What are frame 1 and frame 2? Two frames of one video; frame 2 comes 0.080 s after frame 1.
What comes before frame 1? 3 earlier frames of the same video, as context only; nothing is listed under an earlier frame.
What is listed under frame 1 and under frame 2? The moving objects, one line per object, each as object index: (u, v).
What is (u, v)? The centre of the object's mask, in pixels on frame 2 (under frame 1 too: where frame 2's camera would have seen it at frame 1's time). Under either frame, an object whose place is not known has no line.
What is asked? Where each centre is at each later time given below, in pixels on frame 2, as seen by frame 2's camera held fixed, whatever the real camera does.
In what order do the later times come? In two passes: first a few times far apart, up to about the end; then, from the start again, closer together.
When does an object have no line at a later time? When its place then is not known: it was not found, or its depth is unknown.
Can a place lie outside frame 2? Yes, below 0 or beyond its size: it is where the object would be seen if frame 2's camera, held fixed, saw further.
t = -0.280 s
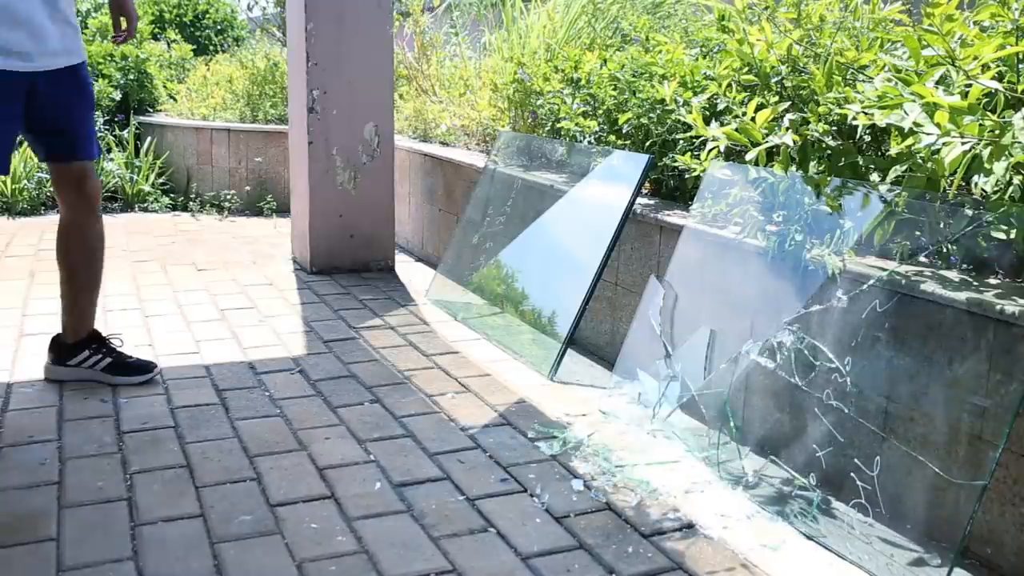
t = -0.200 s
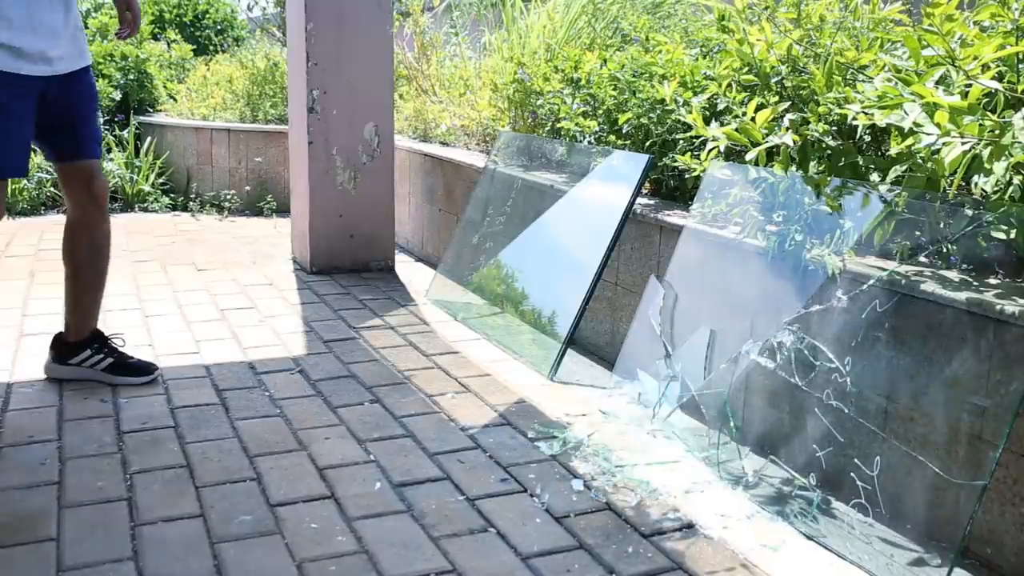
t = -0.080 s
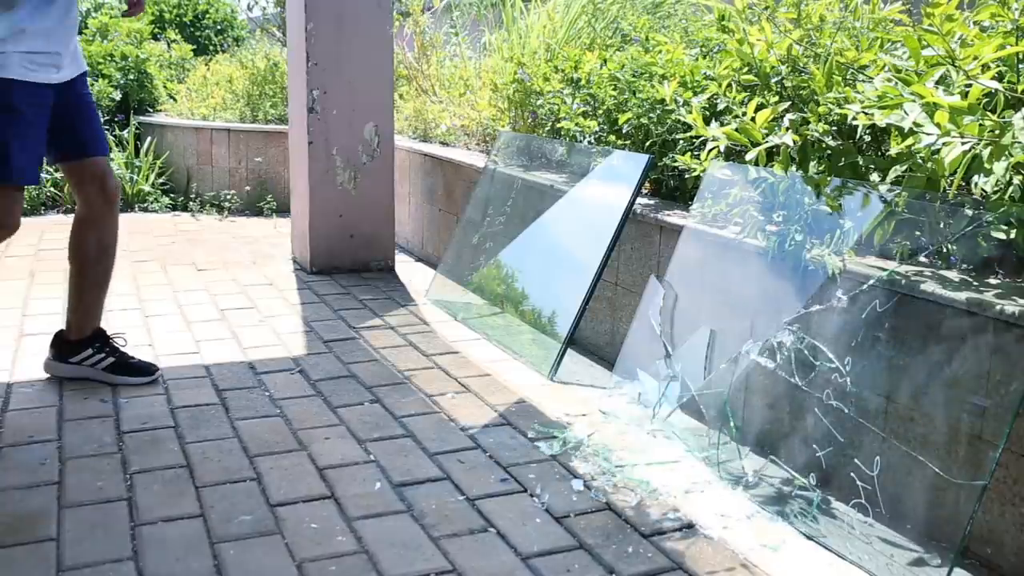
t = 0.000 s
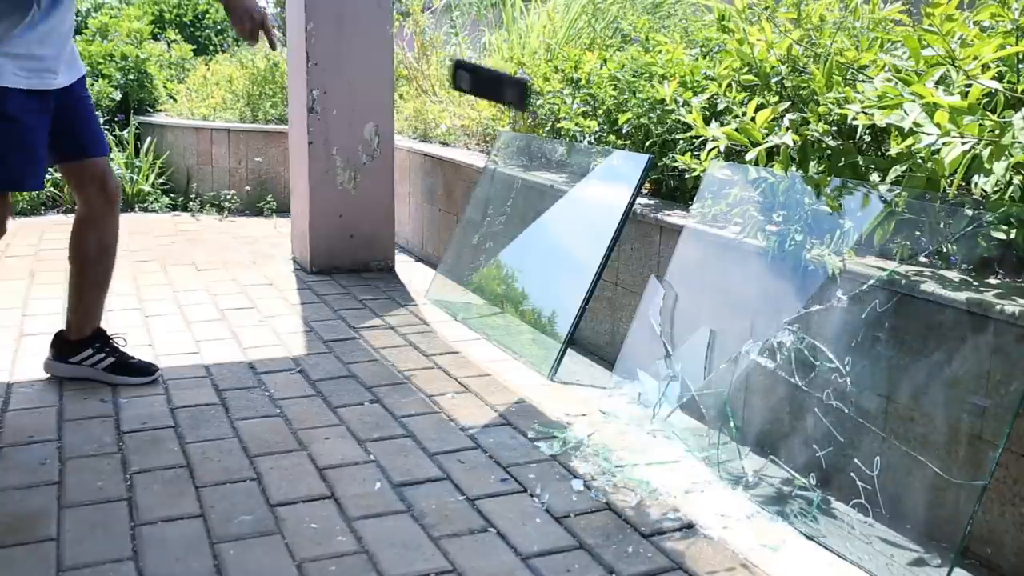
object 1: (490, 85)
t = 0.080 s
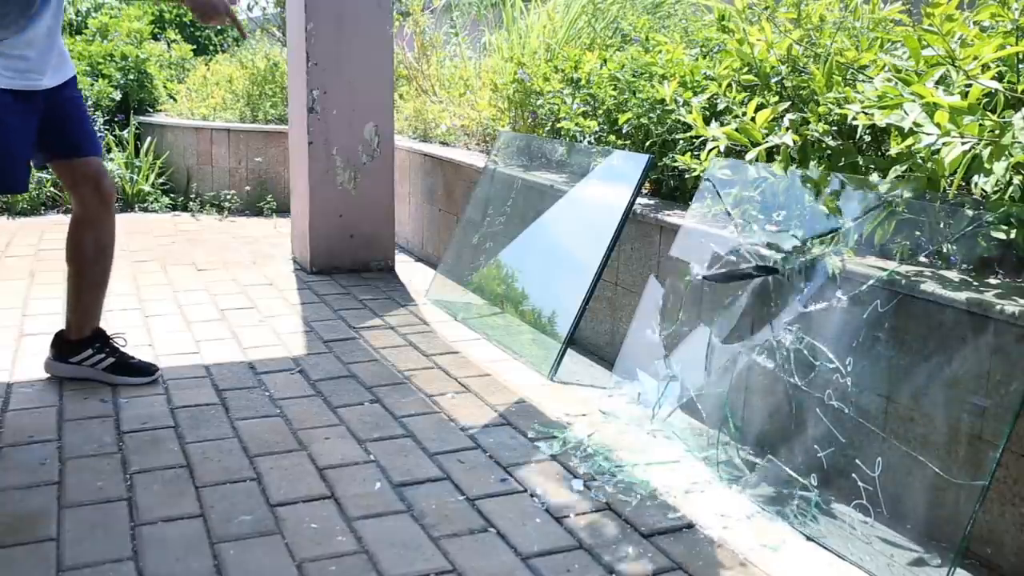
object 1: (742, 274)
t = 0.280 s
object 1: (746, 354)
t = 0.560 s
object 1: (746, 358)
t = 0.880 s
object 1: (727, 421)
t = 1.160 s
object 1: (713, 455)
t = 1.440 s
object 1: (713, 455)
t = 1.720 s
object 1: (713, 455)
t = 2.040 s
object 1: (713, 455)
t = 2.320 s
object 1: (713, 455)
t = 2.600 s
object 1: (713, 455)
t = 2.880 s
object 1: (713, 455)
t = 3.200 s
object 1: (713, 455)
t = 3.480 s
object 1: (713, 455)
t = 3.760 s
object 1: (713, 455)
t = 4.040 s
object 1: (713, 455)
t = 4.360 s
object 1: (713, 455)
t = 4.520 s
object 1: (713, 455)
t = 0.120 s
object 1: (758, 305)
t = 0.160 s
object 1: (751, 333)
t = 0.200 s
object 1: (746, 346)
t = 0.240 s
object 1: (746, 353)
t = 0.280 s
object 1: (746, 354)
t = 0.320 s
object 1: (747, 355)
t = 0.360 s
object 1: (748, 355)
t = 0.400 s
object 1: (747, 356)
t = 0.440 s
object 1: (747, 356)
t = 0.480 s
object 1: (747, 356)
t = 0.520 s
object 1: (746, 357)
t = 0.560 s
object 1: (746, 358)
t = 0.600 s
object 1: (746, 359)
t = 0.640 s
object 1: (745, 361)
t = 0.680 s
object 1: (745, 363)
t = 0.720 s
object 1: (745, 366)
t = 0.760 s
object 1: (743, 374)
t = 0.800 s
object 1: (740, 386)
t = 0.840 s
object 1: (734, 401)
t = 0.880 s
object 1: (727, 421)
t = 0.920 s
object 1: (721, 439)
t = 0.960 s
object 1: (719, 444)
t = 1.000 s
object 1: (715, 452)
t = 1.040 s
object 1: (713, 455)
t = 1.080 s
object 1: (713, 455)
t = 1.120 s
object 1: (713, 455)
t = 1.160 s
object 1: (713, 455)
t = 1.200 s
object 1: (713, 455)
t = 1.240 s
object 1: (713, 455)
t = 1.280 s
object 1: (713, 455)
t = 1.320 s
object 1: (713, 455)
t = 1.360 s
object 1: (713, 455)
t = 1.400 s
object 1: (713, 455)
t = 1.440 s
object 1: (713, 455)
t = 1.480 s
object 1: (713, 455)
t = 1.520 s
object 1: (713, 455)
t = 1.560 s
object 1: (713, 455)
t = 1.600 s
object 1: (713, 455)
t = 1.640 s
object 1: (713, 455)
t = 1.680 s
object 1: (713, 455)
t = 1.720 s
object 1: (713, 455)
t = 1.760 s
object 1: (713, 455)
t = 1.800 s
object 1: (713, 455)
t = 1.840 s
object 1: (713, 455)
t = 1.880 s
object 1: (713, 455)
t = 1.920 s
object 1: (713, 455)
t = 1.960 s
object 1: (713, 455)
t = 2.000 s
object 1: (713, 455)
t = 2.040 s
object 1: (713, 455)
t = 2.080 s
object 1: (713, 455)
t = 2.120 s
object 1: (713, 455)
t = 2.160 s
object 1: (713, 455)
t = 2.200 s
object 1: (713, 455)
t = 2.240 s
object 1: (713, 455)
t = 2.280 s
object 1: (713, 455)
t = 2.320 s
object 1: (713, 455)
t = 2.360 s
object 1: (713, 455)
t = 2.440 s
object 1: (713, 455)
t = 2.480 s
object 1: (713, 455)
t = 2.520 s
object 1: (713, 455)
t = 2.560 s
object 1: (713, 455)
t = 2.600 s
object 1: (713, 455)
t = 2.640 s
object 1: (713, 455)
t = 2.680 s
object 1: (713, 455)
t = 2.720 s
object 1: (713, 455)
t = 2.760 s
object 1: (713, 455)
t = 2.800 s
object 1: (713, 455)
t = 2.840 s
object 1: (713, 455)
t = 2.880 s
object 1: (713, 455)
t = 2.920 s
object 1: (713, 455)
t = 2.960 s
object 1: (713, 455)
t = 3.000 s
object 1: (713, 455)
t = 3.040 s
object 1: (713, 455)
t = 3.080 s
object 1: (713, 455)
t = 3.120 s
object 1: (713, 455)
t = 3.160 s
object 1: (713, 455)
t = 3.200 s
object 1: (713, 455)
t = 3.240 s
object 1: (713, 455)
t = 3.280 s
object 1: (713, 455)
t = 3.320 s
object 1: (713, 455)
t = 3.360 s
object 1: (713, 455)
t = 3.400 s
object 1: (713, 455)
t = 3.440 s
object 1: (713, 455)
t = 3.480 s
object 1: (713, 455)
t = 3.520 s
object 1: (713, 455)
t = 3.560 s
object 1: (713, 455)
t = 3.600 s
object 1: (713, 455)
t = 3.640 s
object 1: (713, 455)
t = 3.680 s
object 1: (713, 455)
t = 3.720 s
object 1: (713, 455)
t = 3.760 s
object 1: (713, 455)
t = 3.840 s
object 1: (713, 455)
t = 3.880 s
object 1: (713, 455)
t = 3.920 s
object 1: (713, 455)
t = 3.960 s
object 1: (713, 455)
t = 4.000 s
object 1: (713, 455)
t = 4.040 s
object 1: (713, 455)
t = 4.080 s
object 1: (713, 455)
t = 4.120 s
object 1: (713, 455)
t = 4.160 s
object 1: (713, 455)
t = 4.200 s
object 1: (713, 455)
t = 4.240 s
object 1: (713, 455)
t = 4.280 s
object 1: (713, 455)
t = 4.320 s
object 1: (713, 455)
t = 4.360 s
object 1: (713, 455)
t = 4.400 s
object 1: (713, 455)
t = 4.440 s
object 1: (713, 455)
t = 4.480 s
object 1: (713, 455)
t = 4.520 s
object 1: (713, 455)
